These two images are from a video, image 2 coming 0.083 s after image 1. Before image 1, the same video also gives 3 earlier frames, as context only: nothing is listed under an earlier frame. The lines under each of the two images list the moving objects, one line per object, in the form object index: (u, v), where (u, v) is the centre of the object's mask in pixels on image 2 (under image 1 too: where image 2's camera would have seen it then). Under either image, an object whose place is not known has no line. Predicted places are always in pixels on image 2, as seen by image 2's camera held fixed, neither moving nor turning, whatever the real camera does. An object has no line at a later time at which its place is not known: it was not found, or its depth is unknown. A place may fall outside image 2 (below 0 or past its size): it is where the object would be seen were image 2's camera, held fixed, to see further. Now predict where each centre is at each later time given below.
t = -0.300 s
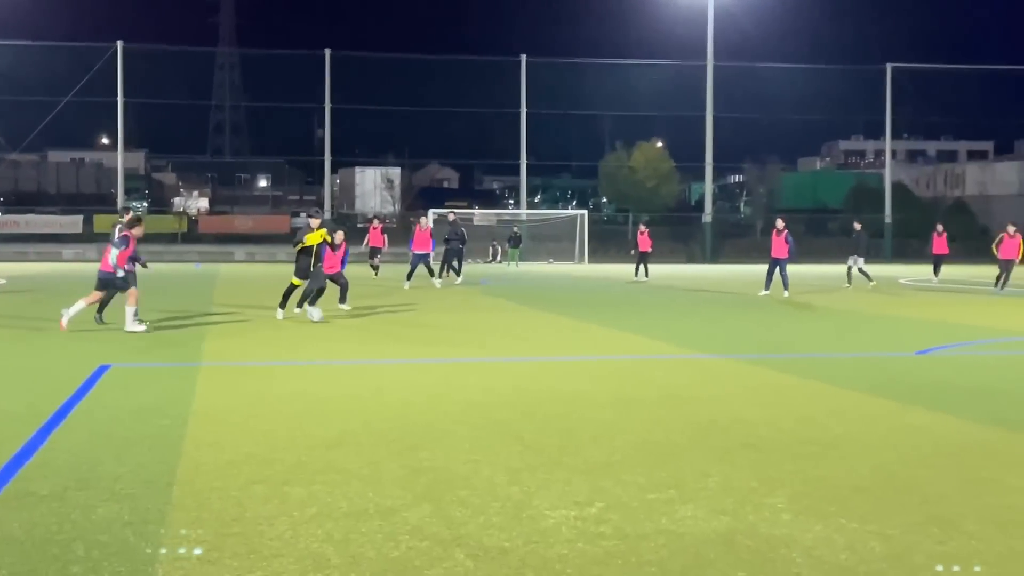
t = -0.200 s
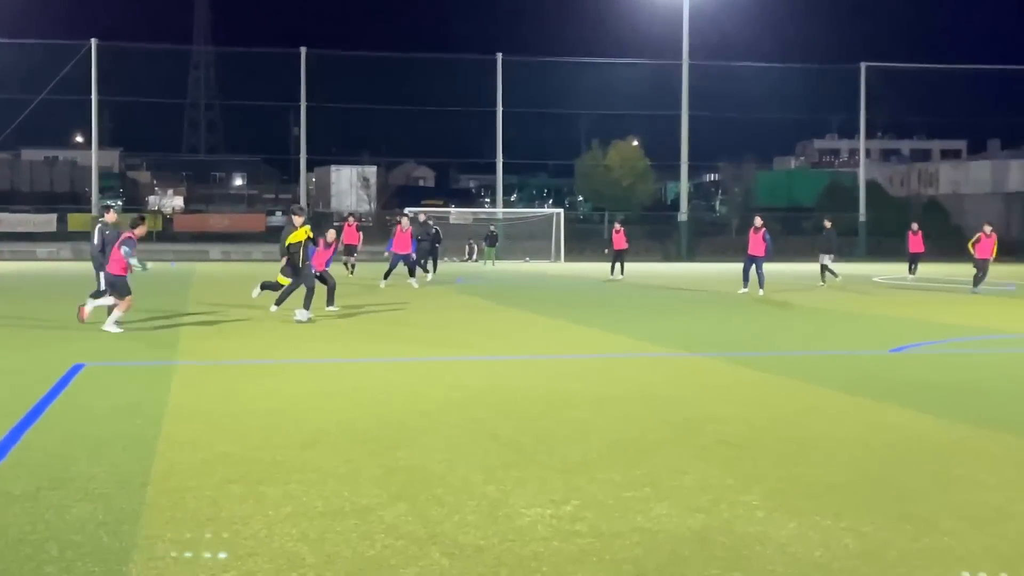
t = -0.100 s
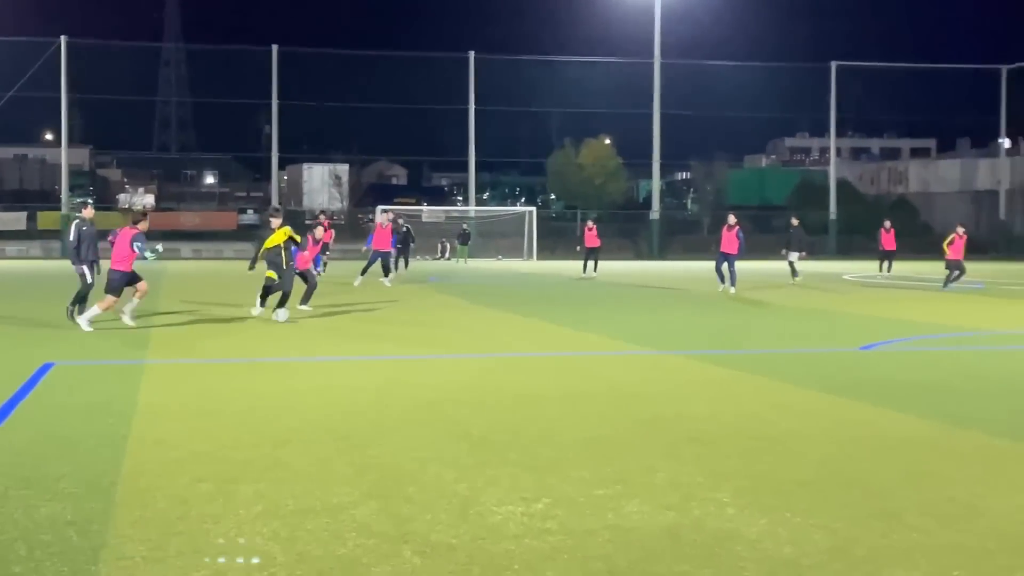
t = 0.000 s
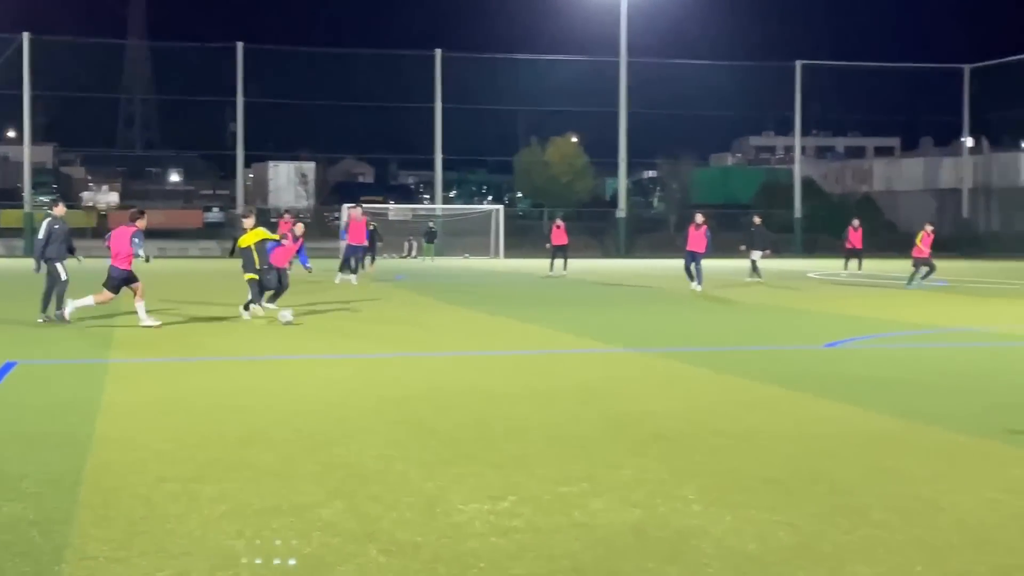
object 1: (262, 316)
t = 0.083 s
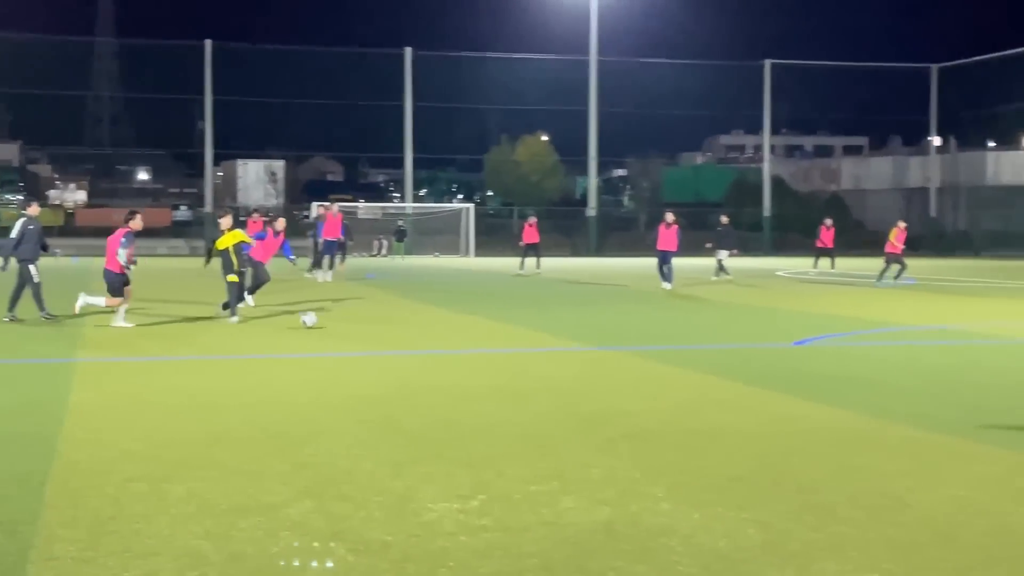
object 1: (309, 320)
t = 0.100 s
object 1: (319, 321)
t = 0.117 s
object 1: (329, 322)
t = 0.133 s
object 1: (338, 322)
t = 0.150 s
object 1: (346, 322)
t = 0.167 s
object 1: (357, 321)
